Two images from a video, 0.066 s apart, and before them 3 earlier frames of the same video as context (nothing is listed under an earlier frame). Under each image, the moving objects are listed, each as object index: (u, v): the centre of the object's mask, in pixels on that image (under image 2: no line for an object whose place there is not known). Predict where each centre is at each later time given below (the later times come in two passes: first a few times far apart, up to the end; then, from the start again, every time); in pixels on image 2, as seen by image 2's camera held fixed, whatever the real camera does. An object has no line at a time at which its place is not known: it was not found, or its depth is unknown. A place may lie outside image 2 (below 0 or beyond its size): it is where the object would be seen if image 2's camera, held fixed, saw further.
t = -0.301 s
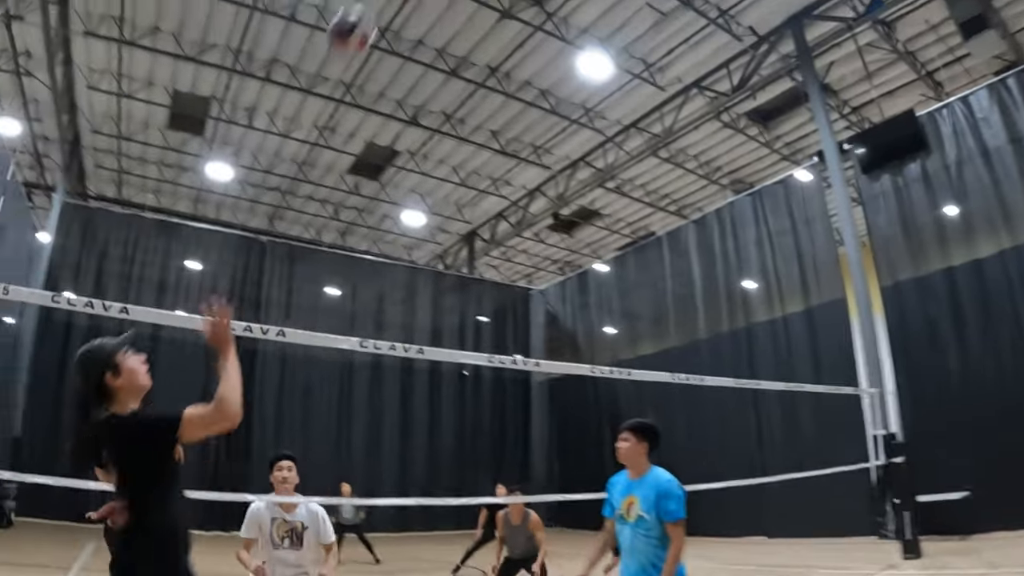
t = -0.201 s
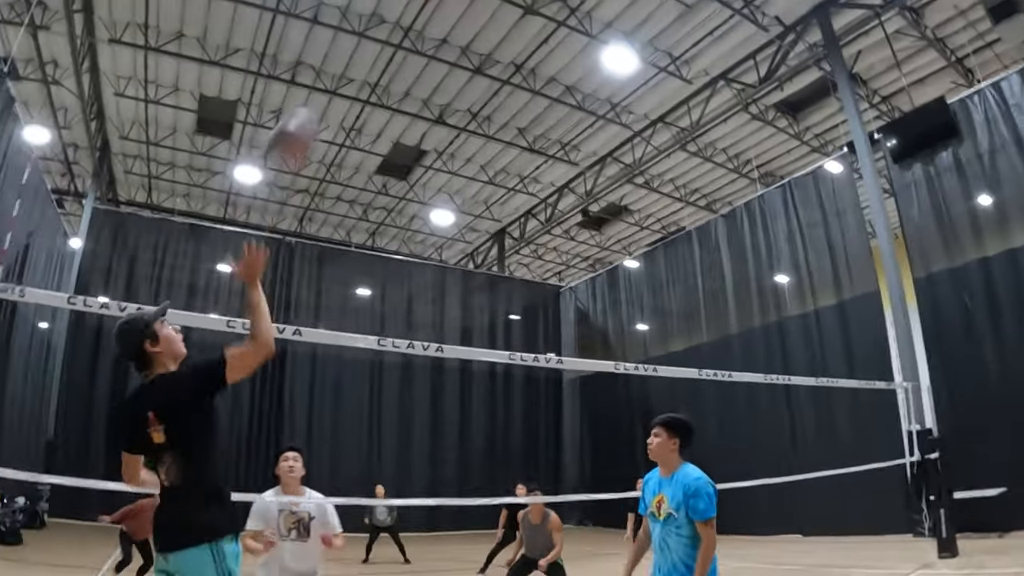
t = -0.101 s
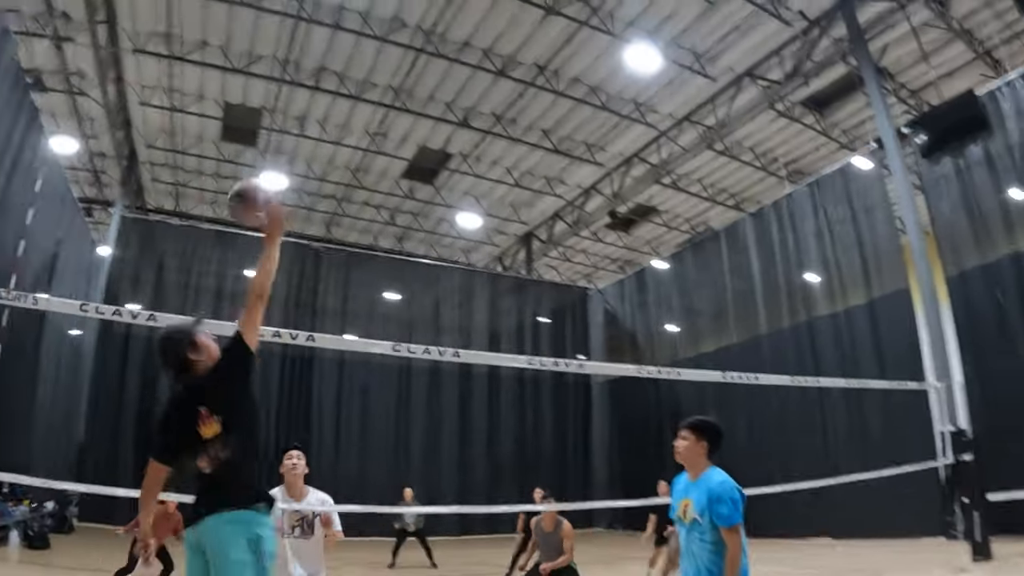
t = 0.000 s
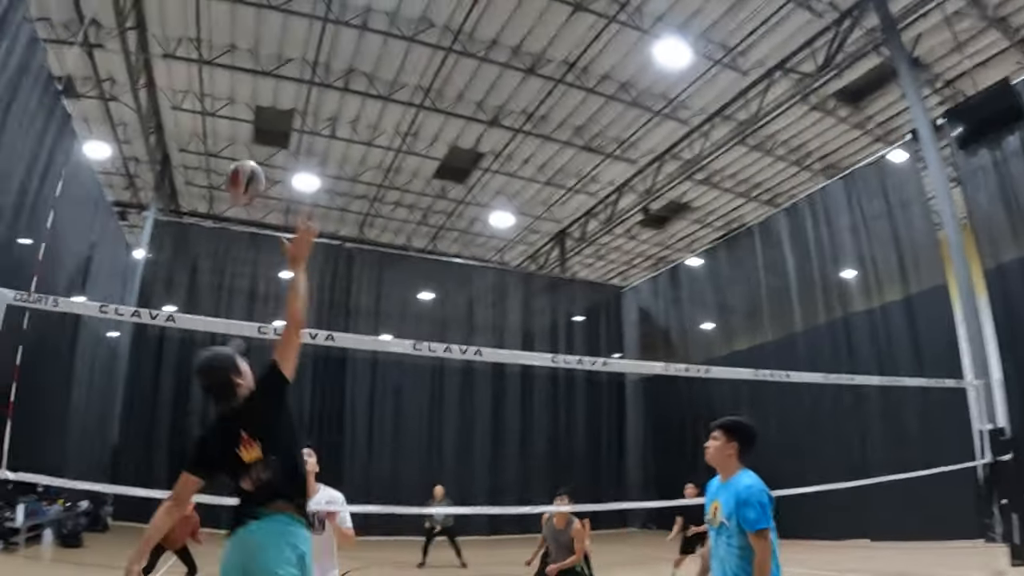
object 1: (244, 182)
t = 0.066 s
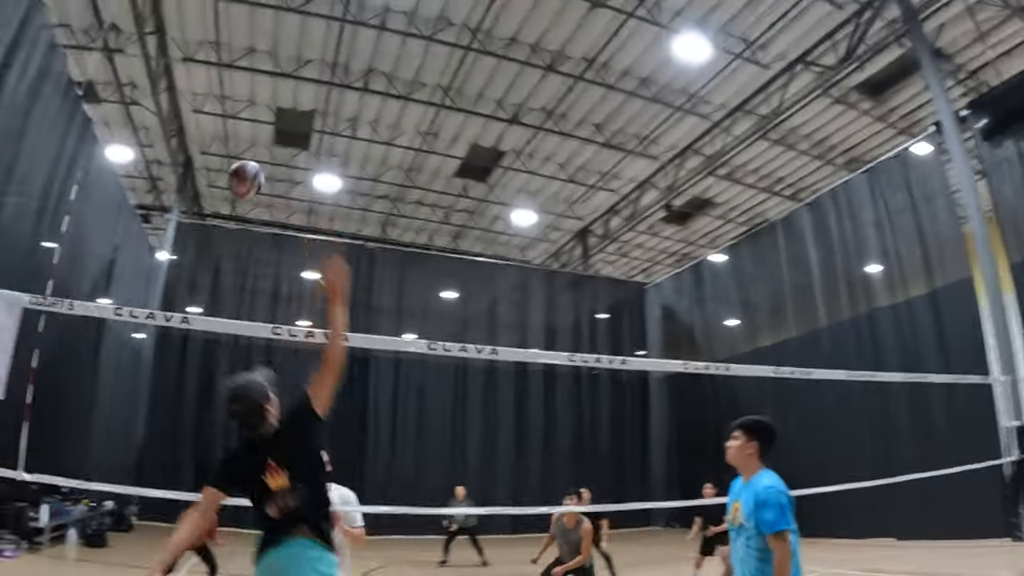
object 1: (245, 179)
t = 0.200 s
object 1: (213, 193)
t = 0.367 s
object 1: (180, 234)
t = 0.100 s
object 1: (236, 180)
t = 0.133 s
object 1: (228, 183)
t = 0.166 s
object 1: (221, 187)
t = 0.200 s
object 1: (213, 193)
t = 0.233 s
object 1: (207, 200)
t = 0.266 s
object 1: (200, 205)
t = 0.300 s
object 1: (194, 214)
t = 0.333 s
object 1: (188, 223)
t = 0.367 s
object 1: (180, 234)
